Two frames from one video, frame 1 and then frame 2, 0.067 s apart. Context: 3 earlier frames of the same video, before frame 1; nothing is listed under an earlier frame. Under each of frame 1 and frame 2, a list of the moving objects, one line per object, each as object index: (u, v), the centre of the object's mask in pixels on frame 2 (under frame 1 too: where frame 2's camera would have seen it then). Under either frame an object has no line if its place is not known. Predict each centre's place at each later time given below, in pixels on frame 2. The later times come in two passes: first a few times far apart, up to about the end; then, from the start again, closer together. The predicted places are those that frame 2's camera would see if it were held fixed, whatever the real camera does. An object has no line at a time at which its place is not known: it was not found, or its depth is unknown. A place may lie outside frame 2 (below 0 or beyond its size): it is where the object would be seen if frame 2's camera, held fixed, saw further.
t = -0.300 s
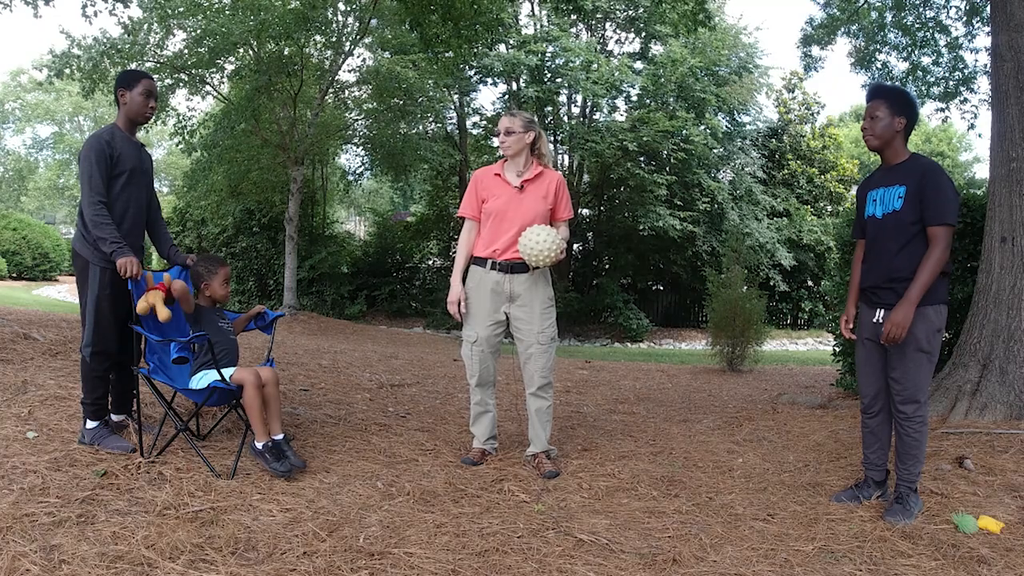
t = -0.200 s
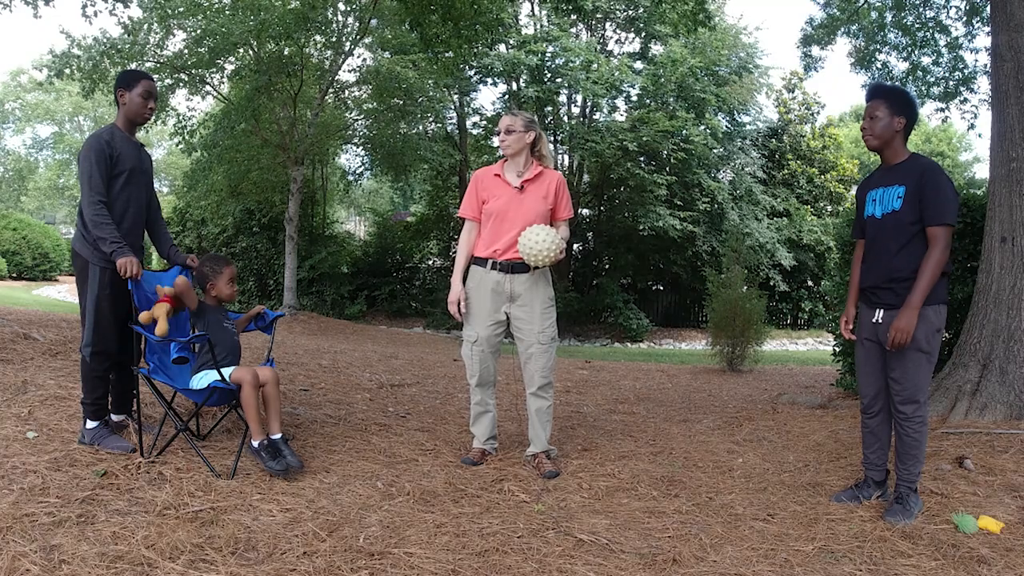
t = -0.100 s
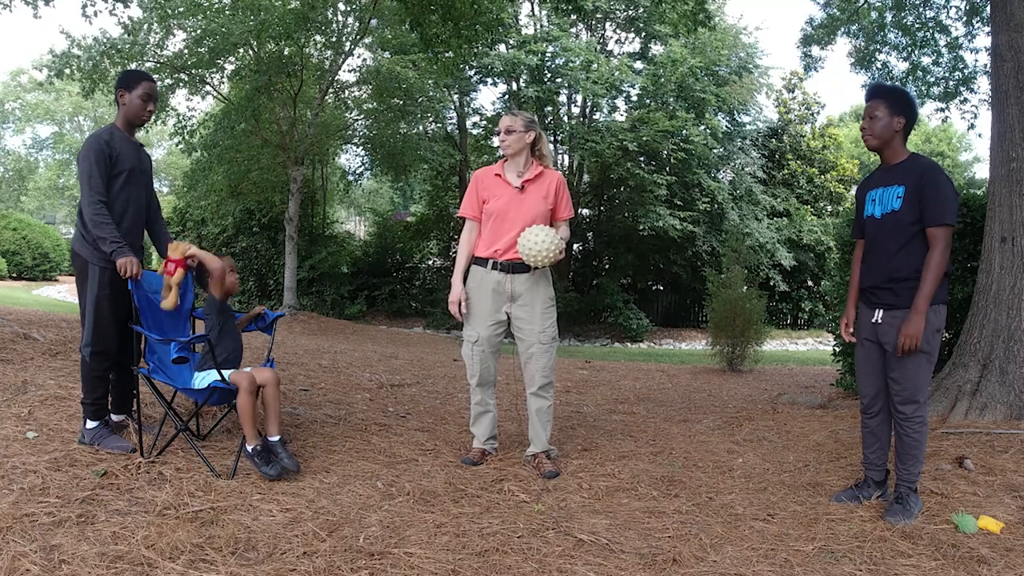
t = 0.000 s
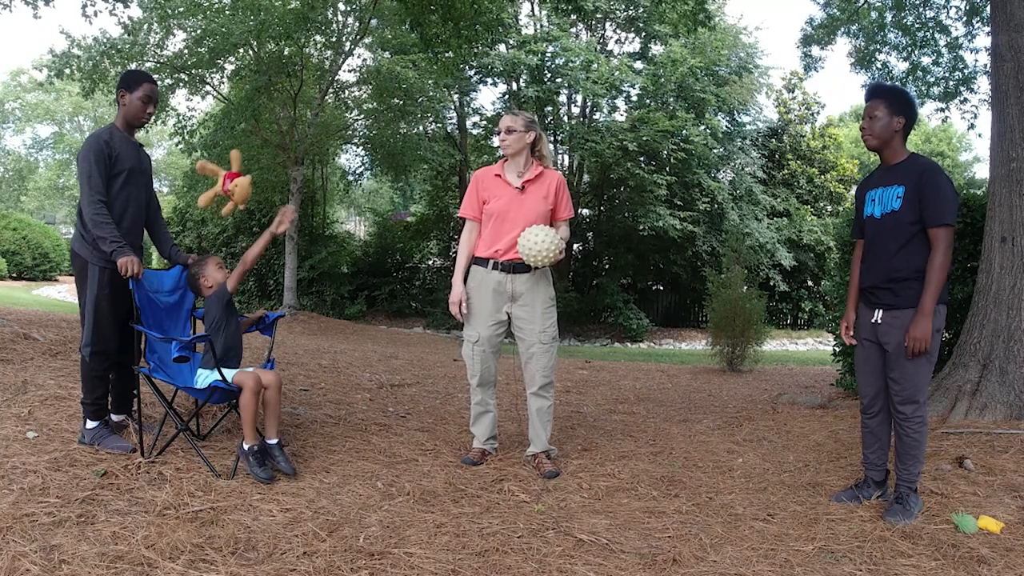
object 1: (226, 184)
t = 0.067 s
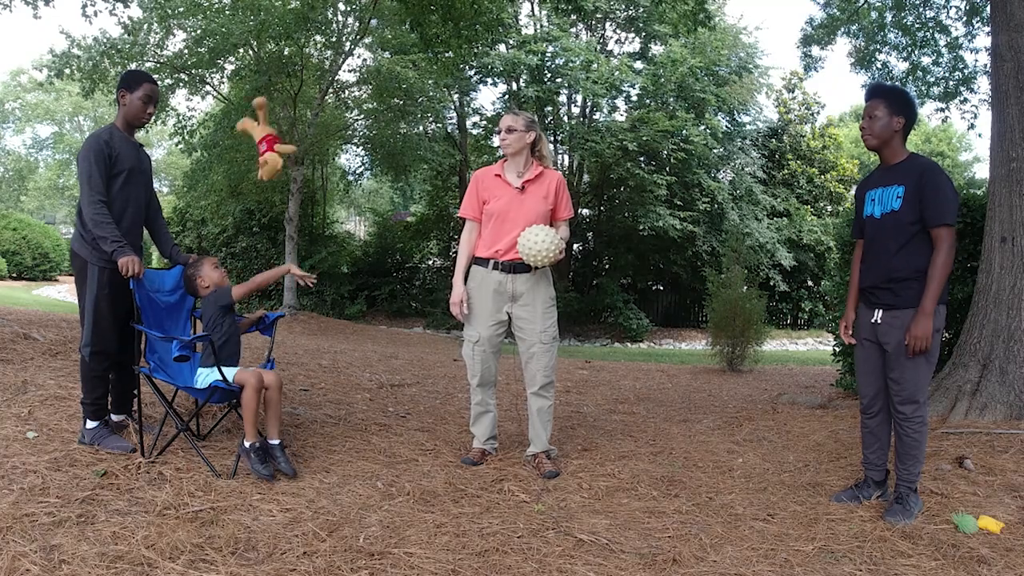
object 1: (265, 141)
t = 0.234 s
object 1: (360, 60)
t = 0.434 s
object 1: (508, 37)
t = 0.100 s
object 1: (283, 122)
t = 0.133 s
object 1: (301, 103)
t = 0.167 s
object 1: (321, 86)
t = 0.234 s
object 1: (360, 60)
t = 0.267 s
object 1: (380, 49)
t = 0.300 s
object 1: (402, 39)
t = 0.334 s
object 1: (427, 35)
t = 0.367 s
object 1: (452, 34)
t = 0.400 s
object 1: (480, 33)
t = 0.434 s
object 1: (508, 37)
